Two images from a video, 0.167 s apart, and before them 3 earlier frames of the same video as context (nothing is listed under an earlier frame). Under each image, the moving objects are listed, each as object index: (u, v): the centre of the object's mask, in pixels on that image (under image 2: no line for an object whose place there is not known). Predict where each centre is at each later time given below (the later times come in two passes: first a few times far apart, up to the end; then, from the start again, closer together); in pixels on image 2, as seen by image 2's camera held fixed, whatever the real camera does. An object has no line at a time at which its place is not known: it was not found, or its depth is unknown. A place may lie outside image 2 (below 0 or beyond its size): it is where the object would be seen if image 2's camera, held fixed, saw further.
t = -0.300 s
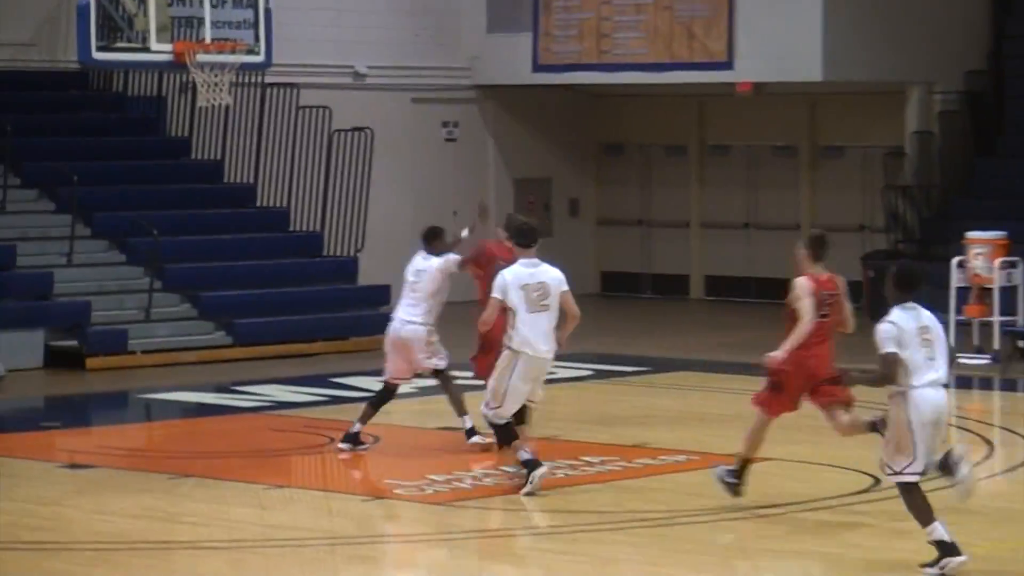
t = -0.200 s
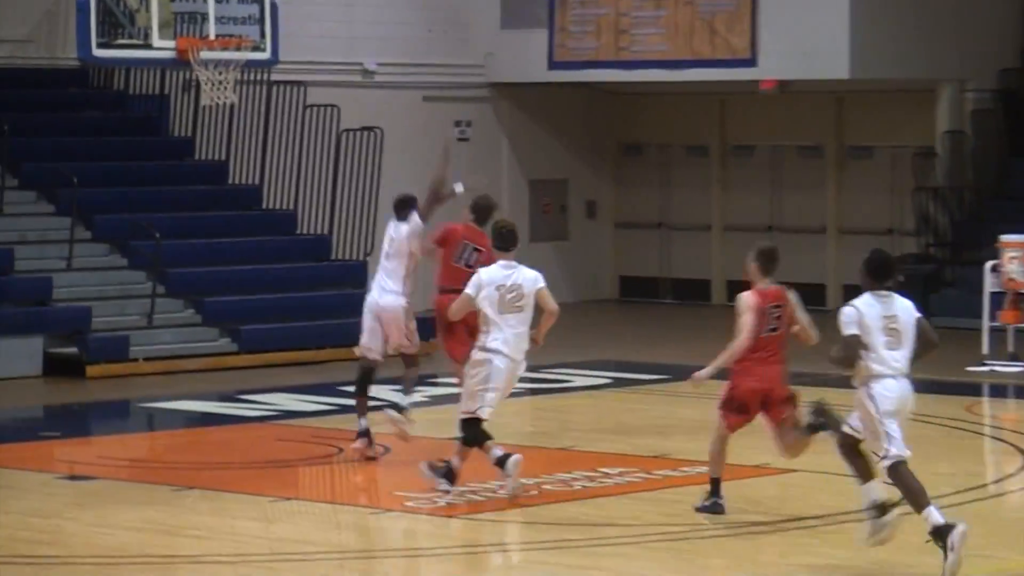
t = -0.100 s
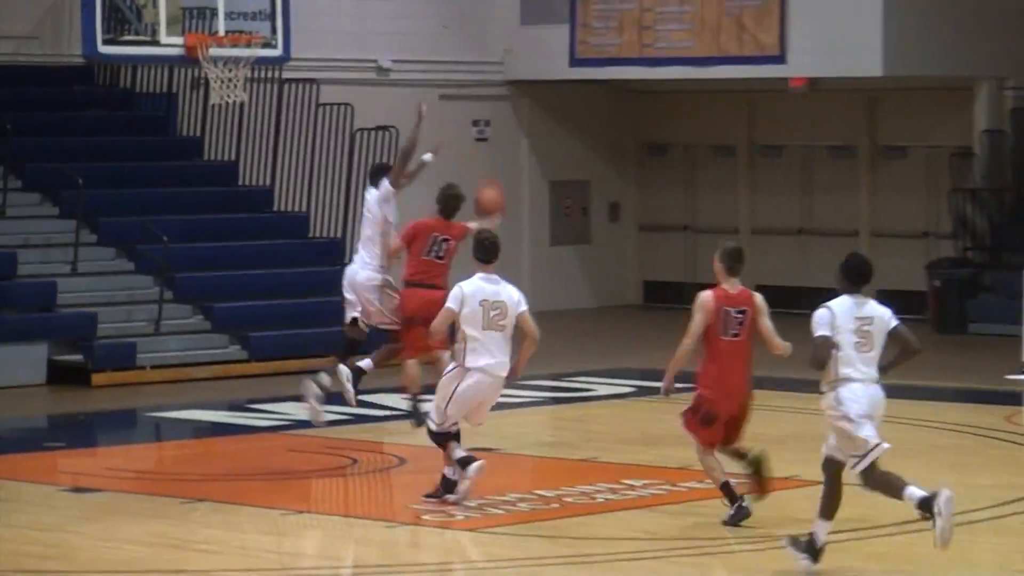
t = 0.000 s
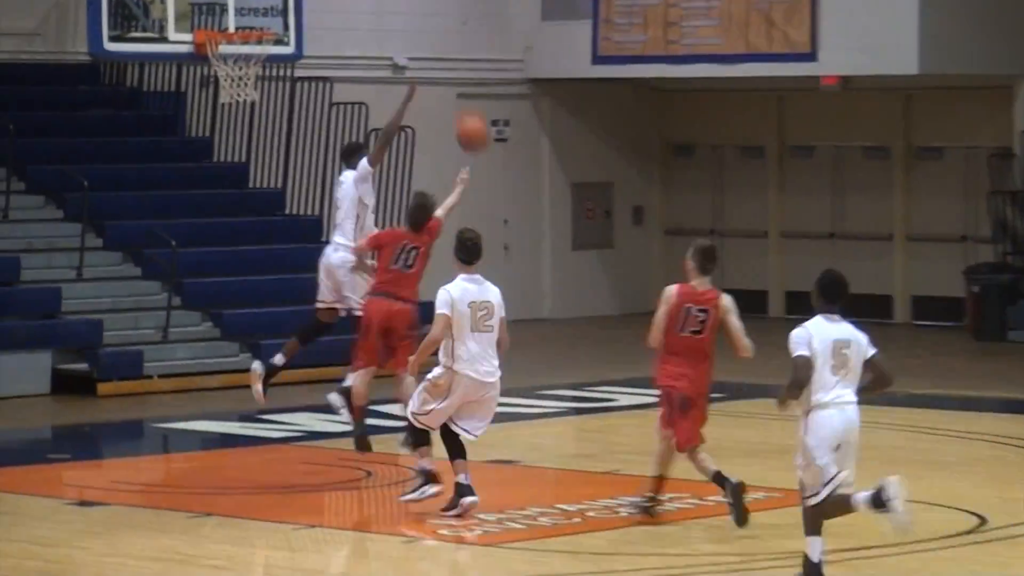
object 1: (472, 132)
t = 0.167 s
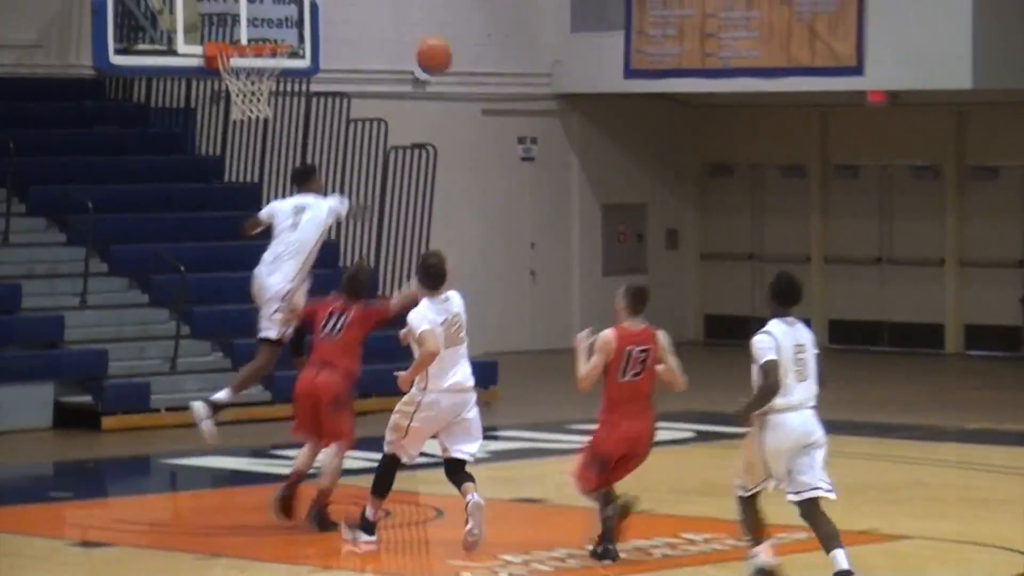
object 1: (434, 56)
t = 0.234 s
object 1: (409, 30)
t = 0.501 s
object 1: (310, -11)
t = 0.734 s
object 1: (304, 18)
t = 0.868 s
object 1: (319, 68)
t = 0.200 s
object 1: (421, 42)
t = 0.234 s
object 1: (409, 30)
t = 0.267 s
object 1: (396, 19)
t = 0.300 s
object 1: (384, 10)
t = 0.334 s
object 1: (372, 4)
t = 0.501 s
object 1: (310, -11)
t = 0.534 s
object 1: (297, -9)
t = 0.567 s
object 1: (288, -7)
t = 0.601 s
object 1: (290, -5)
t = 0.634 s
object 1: (294, -2)
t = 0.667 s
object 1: (298, 3)
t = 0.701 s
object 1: (301, 9)
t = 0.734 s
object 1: (304, 18)
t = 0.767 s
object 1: (308, 27)
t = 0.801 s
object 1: (311, 39)
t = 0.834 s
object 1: (315, 52)
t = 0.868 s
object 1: (319, 68)
